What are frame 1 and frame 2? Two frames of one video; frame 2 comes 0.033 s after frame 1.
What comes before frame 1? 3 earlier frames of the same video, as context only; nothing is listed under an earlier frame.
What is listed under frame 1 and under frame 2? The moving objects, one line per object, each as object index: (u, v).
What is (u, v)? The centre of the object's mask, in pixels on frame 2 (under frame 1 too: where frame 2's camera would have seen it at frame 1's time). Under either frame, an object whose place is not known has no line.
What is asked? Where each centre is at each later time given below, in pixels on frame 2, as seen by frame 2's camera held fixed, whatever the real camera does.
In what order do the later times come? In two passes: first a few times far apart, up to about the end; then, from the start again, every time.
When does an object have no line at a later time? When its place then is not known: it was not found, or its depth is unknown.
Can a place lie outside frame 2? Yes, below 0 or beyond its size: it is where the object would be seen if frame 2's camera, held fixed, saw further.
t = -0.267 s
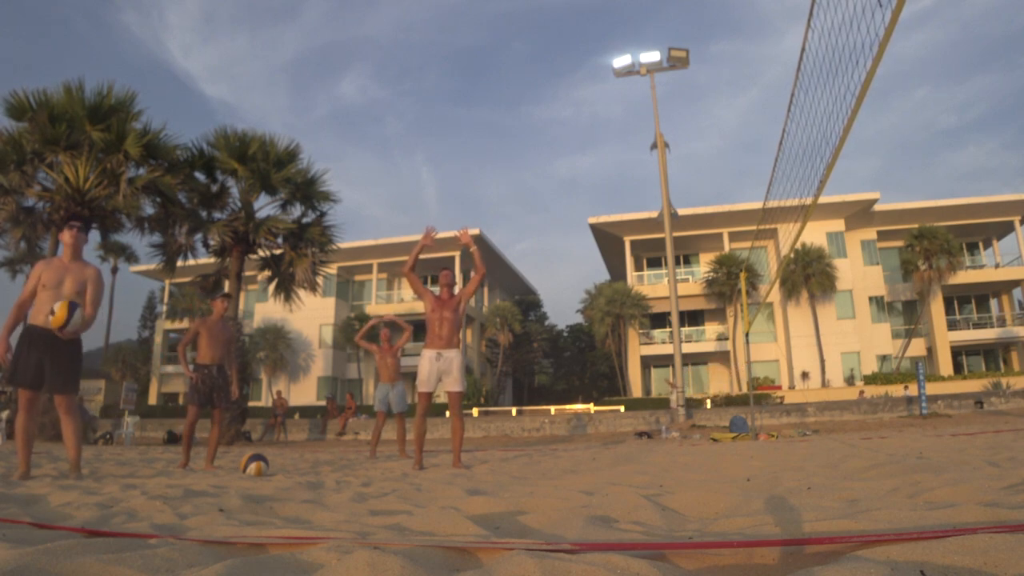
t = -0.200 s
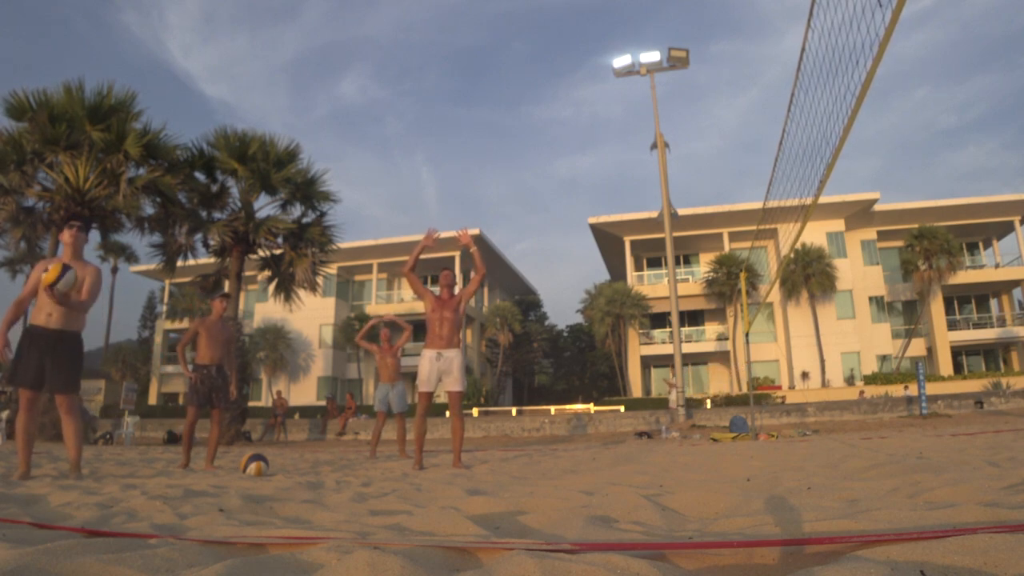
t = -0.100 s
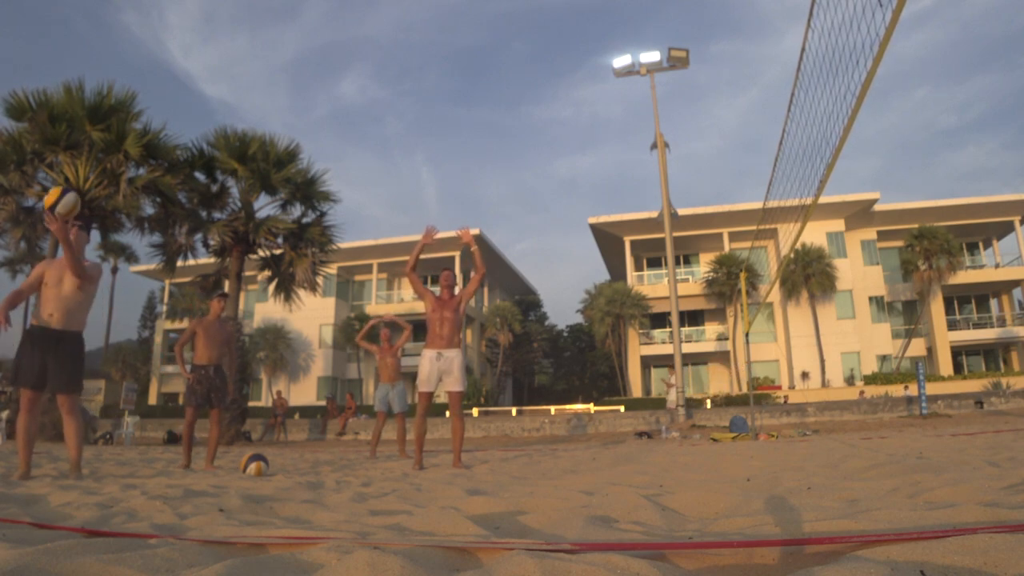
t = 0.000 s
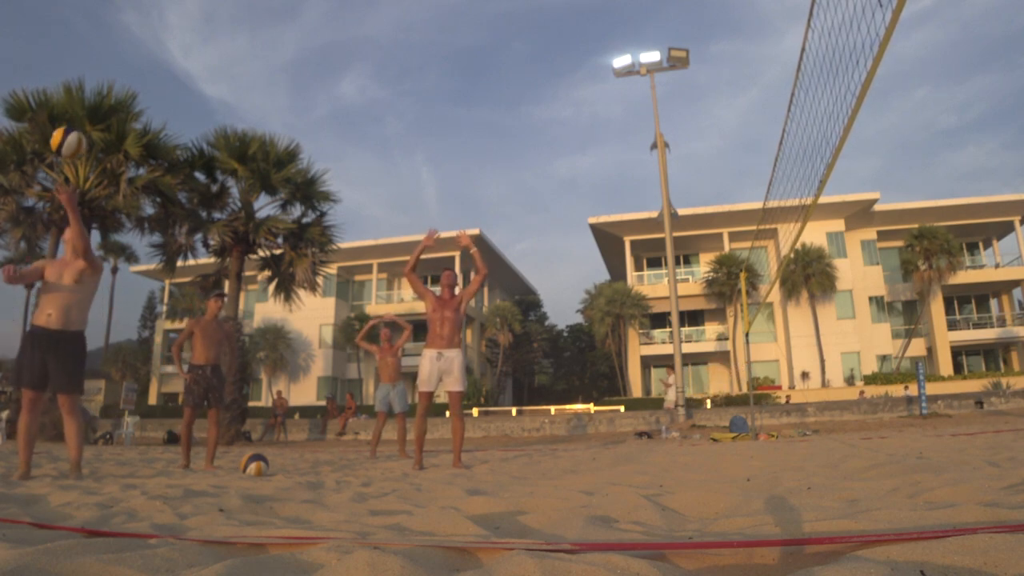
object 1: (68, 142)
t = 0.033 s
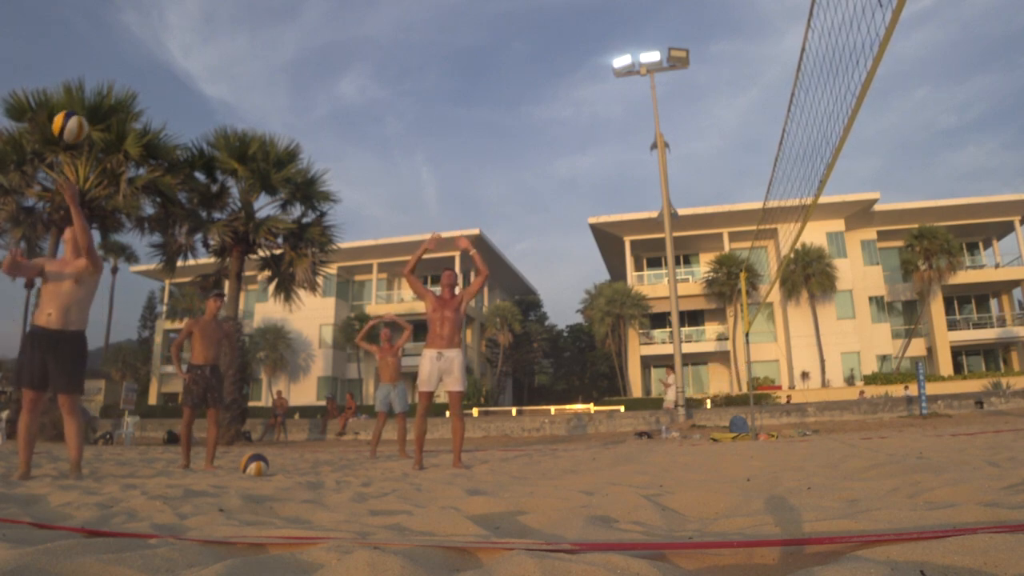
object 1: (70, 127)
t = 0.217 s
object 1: (74, 69)
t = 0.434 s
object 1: (69, 56)
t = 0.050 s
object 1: (70, 119)
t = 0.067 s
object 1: (71, 112)
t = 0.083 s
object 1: (72, 106)
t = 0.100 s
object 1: (72, 100)
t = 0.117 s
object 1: (72, 94)
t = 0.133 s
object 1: (73, 89)
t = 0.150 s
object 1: (74, 84)
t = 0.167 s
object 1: (74, 80)
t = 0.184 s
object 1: (74, 75)
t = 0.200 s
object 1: (74, 72)
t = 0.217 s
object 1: (74, 69)
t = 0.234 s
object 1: (75, 66)
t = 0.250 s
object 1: (74, 63)
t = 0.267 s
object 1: (74, 61)
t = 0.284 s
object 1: (74, 59)
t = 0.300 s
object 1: (74, 57)
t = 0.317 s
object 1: (74, 56)
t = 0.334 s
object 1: (73, 55)
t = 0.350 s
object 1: (73, 54)
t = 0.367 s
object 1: (72, 54)
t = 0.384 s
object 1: (72, 54)
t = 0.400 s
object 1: (71, 55)
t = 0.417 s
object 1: (70, 56)
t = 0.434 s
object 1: (69, 56)
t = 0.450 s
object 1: (68, 58)
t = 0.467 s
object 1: (67, 60)
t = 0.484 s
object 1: (66, 61)
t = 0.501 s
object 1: (65, 64)
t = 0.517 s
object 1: (64, 67)
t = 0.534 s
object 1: (62, 70)
